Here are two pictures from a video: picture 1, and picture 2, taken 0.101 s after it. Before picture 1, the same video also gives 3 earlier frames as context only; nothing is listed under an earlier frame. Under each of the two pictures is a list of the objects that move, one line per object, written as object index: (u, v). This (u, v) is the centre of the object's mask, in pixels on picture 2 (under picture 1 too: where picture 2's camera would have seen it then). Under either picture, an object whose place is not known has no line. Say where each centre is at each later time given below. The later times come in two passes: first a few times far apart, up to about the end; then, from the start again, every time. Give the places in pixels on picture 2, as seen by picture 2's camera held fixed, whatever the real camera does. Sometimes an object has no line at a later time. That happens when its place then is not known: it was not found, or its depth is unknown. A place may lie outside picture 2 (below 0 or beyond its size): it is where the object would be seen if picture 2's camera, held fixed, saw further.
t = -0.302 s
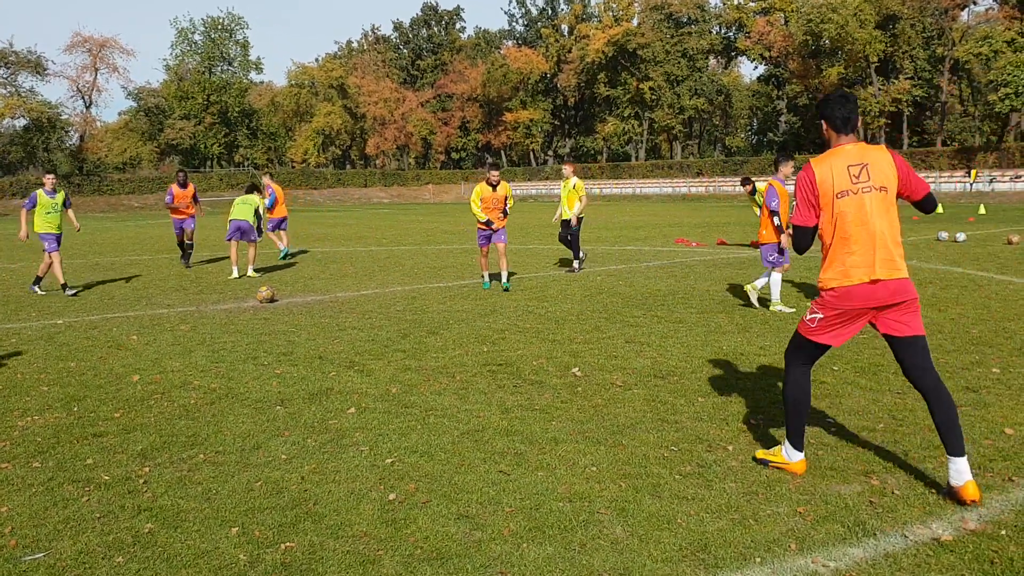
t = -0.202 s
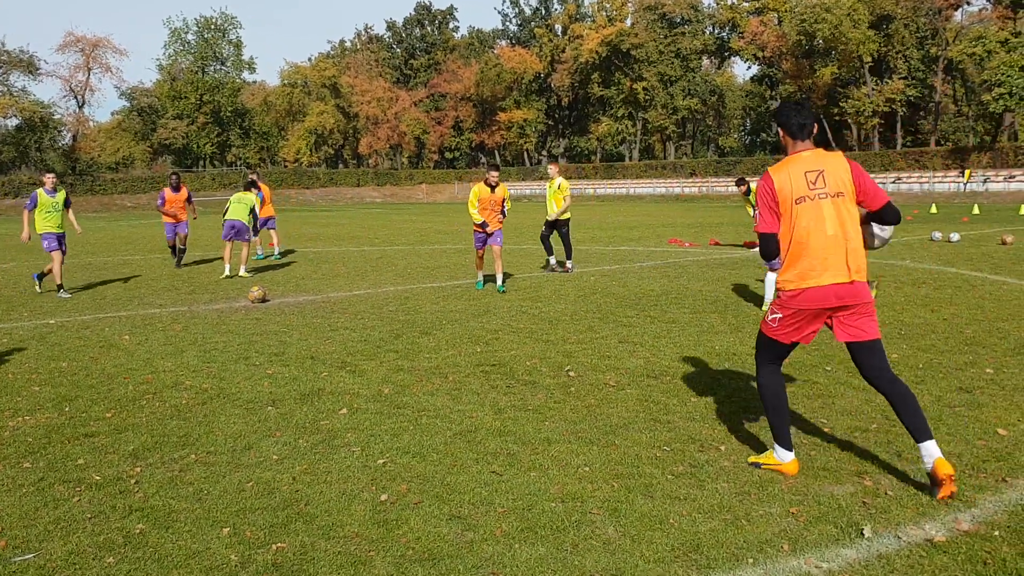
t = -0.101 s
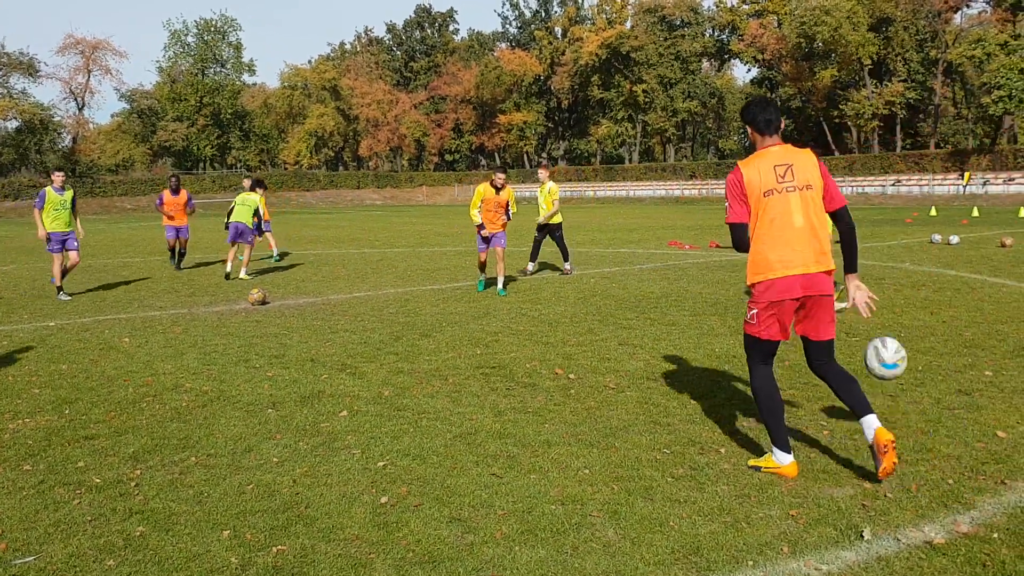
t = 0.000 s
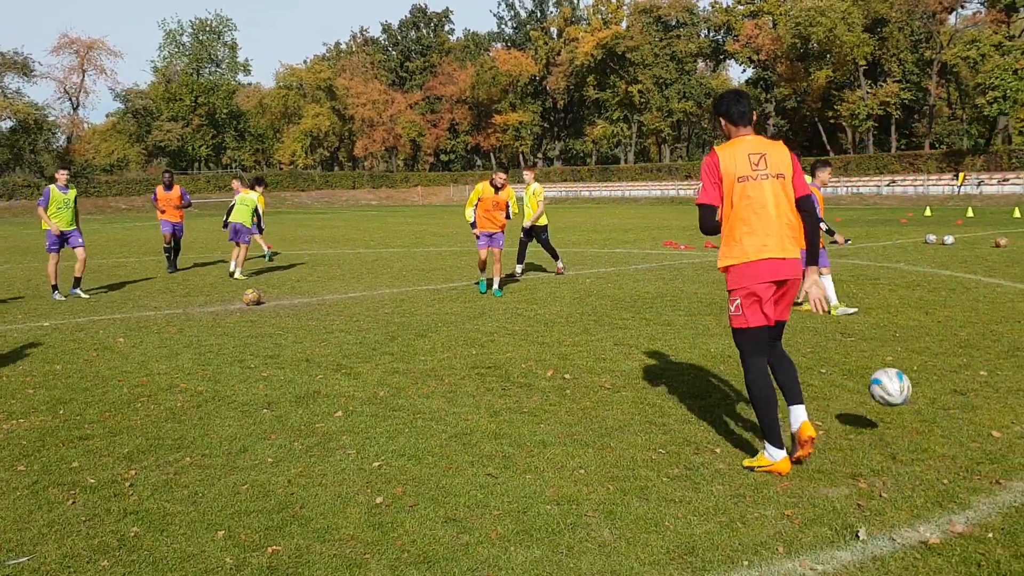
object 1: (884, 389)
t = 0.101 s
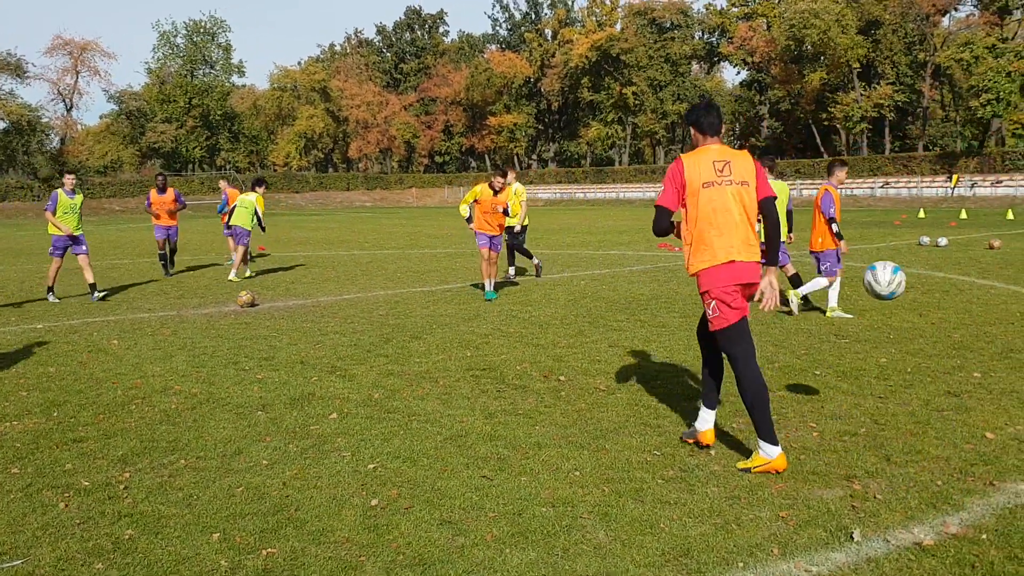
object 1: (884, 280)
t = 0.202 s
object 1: (884, 217)
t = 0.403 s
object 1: (880, 141)
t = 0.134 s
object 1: (884, 257)
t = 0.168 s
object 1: (884, 236)
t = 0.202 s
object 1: (884, 217)
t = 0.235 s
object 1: (884, 200)
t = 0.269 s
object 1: (883, 184)
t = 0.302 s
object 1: (883, 170)
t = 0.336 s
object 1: (882, 159)
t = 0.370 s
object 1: (881, 149)
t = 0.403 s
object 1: (880, 141)
